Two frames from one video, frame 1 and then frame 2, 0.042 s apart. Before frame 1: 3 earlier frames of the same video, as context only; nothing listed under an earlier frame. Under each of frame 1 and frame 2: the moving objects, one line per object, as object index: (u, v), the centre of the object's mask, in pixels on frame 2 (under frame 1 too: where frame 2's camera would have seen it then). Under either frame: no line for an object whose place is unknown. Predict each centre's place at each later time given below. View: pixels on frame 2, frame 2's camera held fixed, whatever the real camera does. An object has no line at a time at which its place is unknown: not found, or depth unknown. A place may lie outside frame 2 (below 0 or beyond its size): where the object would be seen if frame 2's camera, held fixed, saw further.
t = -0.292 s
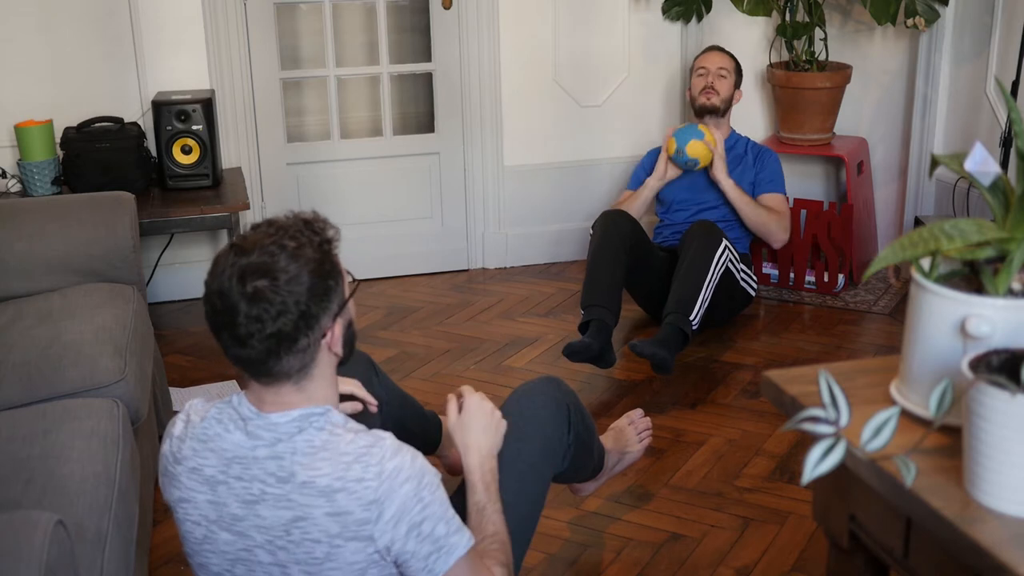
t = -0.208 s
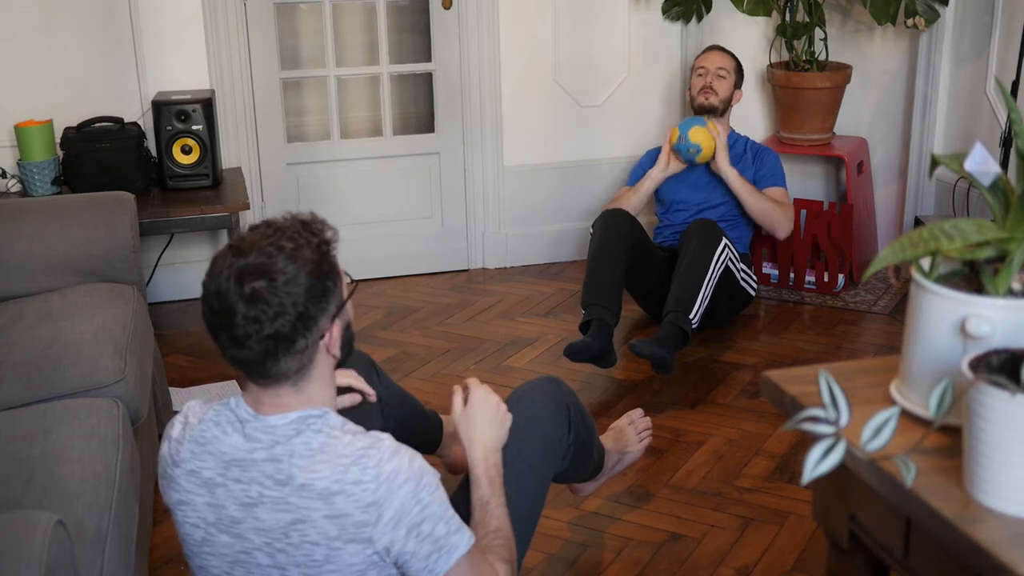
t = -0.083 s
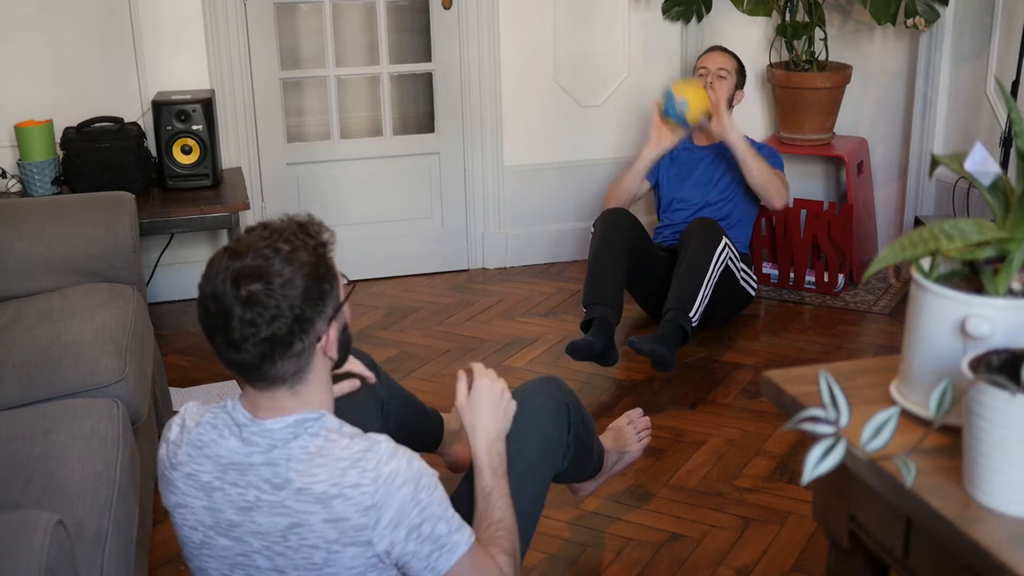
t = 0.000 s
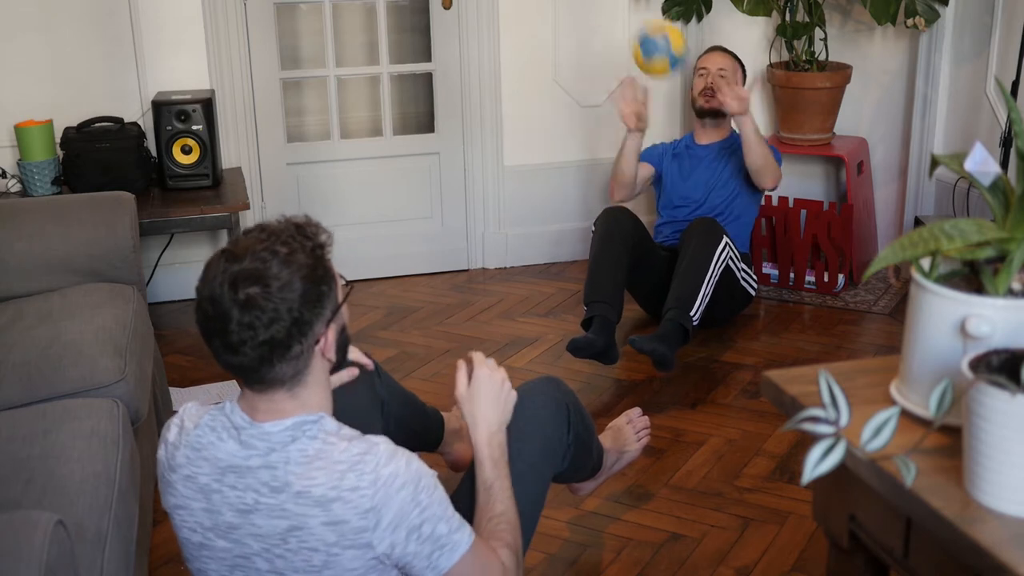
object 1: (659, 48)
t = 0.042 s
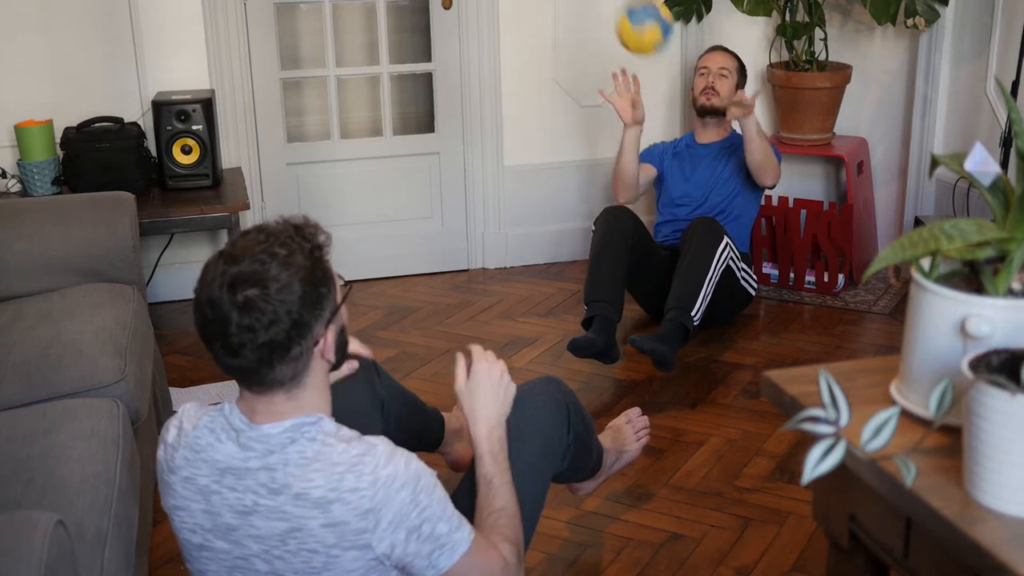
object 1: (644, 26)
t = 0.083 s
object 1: (627, 16)
